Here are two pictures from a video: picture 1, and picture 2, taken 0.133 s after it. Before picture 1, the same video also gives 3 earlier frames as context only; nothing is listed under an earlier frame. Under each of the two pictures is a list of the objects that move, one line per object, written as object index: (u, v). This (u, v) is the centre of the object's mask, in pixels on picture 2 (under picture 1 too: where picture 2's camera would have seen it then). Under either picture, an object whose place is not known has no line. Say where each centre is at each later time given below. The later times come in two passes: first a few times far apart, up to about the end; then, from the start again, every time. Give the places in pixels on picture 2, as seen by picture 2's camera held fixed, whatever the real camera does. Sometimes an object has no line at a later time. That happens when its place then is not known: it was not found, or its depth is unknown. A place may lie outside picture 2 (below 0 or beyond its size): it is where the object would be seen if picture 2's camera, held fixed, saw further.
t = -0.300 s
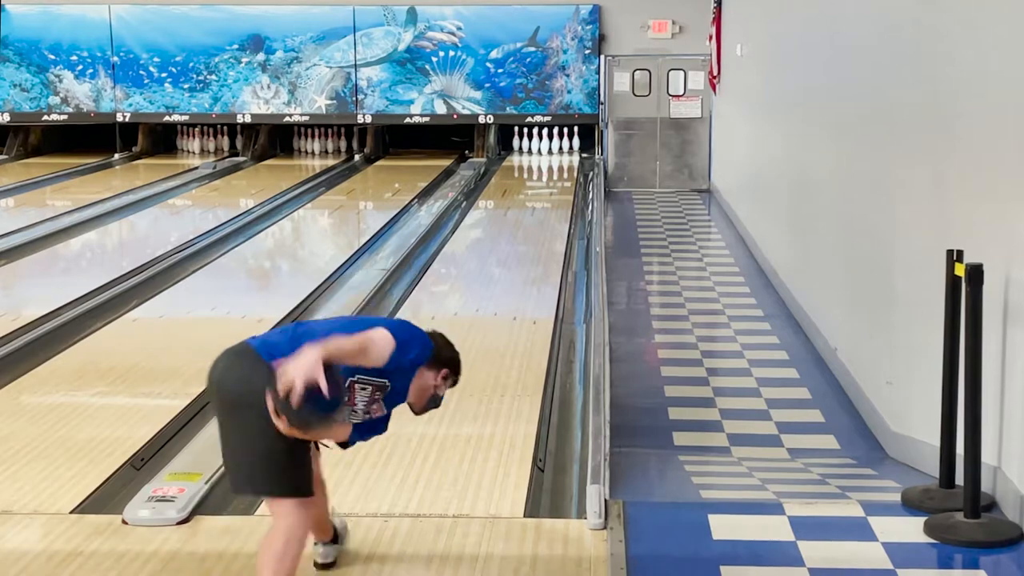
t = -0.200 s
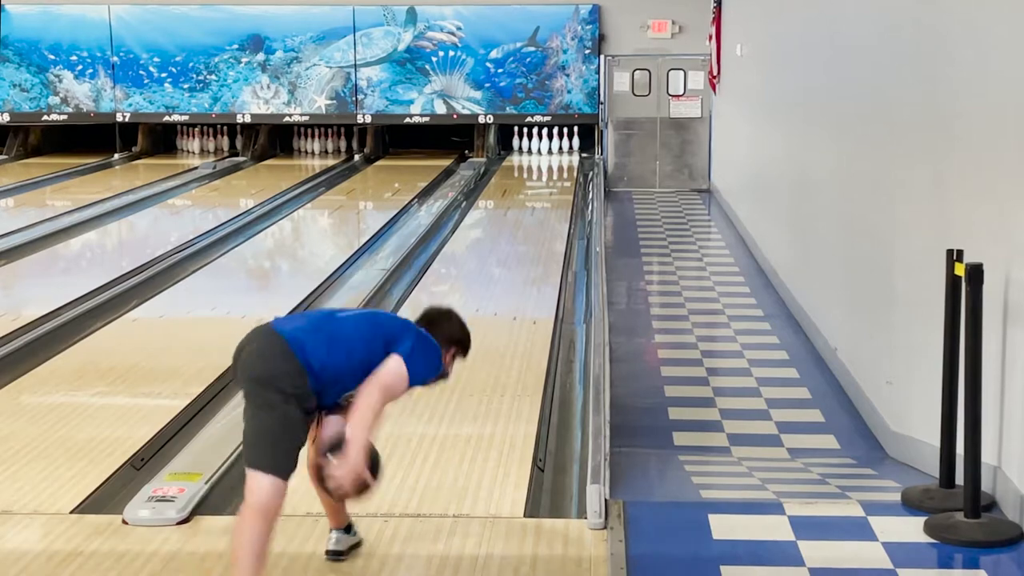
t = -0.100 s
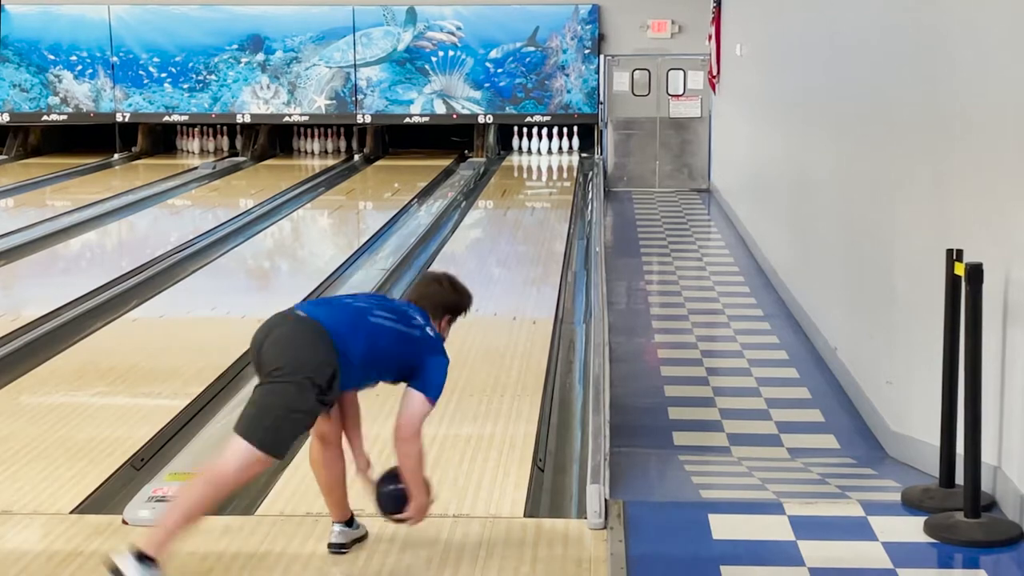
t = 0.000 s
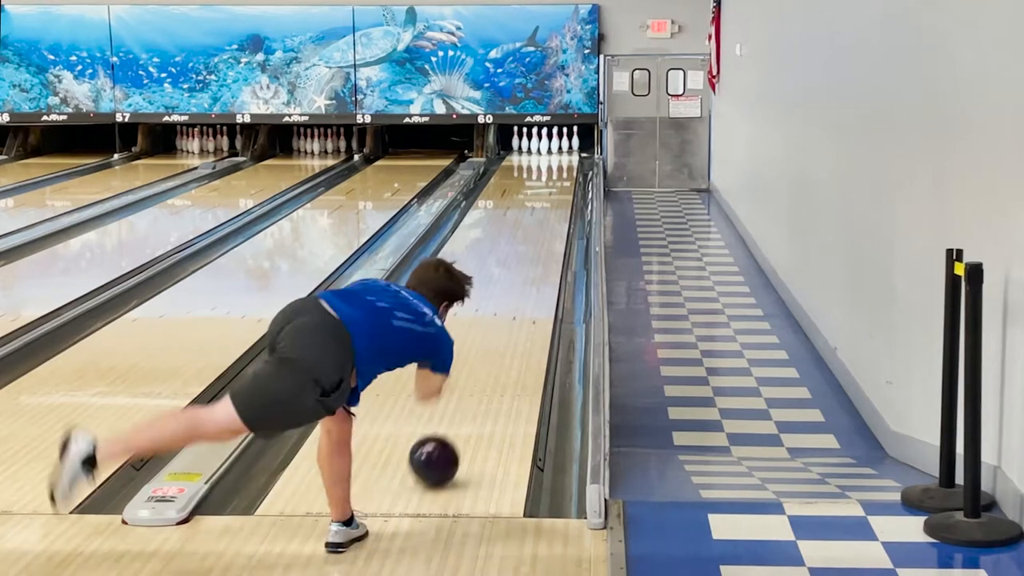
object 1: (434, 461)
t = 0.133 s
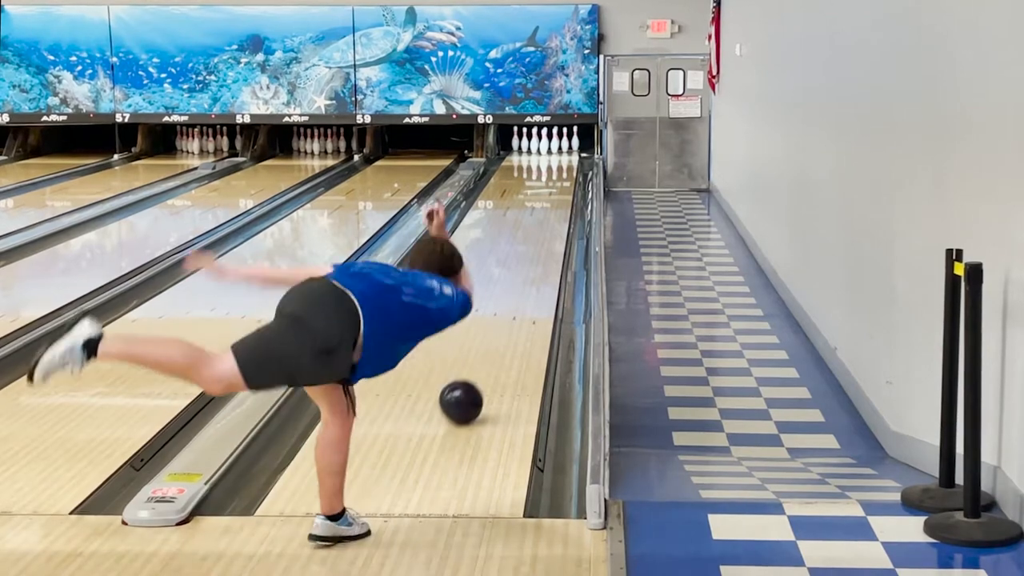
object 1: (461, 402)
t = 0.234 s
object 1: (477, 367)
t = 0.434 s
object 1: (493, 326)
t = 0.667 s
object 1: (519, 270)
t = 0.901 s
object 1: (532, 238)
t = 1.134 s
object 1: (540, 214)
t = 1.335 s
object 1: (545, 197)
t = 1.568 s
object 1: (548, 181)
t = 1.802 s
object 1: (550, 168)
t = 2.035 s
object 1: (550, 157)
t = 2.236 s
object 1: (547, 149)
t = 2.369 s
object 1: (548, 146)
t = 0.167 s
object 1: (466, 390)
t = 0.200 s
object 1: (472, 378)
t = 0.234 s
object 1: (477, 367)
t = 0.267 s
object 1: (481, 357)
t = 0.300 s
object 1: (486, 347)
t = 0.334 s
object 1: (489, 338)
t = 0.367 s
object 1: (493, 330)
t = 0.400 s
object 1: (495, 324)
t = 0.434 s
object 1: (493, 326)
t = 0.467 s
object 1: (508, 303)
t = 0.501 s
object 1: (506, 300)
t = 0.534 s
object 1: (509, 294)
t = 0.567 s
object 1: (512, 288)
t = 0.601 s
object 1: (514, 282)
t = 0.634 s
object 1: (517, 276)
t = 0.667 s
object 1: (519, 270)
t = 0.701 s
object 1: (521, 265)
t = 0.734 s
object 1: (523, 260)
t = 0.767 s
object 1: (525, 255)
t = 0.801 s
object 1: (527, 251)
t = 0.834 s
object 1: (529, 247)
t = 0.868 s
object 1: (530, 242)
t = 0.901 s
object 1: (532, 238)
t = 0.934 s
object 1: (533, 235)
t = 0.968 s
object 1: (535, 231)
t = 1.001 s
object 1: (536, 227)
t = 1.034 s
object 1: (537, 224)
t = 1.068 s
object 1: (538, 221)
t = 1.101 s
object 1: (539, 217)
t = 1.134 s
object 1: (540, 214)
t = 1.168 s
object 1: (541, 211)
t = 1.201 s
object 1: (542, 208)
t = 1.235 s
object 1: (543, 205)
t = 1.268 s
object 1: (544, 203)
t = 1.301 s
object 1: (544, 200)
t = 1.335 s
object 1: (545, 197)
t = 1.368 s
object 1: (545, 195)
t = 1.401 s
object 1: (546, 192)
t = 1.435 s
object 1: (547, 190)
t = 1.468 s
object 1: (547, 187)
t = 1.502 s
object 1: (548, 185)
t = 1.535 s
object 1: (548, 183)
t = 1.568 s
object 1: (548, 181)
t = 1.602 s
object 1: (549, 178)
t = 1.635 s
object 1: (549, 177)
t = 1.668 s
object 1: (549, 175)
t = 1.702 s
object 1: (550, 173)
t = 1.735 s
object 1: (550, 171)
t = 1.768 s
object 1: (550, 169)
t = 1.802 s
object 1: (550, 168)
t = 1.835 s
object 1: (550, 166)
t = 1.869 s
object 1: (551, 164)
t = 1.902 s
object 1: (550, 163)
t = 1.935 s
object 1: (550, 161)
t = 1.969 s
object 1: (550, 160)
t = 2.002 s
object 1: (550, 158)
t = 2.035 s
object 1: (550, 157)
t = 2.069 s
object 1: (549, 156)
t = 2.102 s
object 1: (549, 154)
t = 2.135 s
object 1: (549, 153)
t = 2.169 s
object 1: (548, 151)
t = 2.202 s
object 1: (548, 150)
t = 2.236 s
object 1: (547, 149)
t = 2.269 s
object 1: (548, 148)
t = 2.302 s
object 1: (548, 147)
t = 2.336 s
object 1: (548, 147)
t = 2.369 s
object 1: (548, 146)
